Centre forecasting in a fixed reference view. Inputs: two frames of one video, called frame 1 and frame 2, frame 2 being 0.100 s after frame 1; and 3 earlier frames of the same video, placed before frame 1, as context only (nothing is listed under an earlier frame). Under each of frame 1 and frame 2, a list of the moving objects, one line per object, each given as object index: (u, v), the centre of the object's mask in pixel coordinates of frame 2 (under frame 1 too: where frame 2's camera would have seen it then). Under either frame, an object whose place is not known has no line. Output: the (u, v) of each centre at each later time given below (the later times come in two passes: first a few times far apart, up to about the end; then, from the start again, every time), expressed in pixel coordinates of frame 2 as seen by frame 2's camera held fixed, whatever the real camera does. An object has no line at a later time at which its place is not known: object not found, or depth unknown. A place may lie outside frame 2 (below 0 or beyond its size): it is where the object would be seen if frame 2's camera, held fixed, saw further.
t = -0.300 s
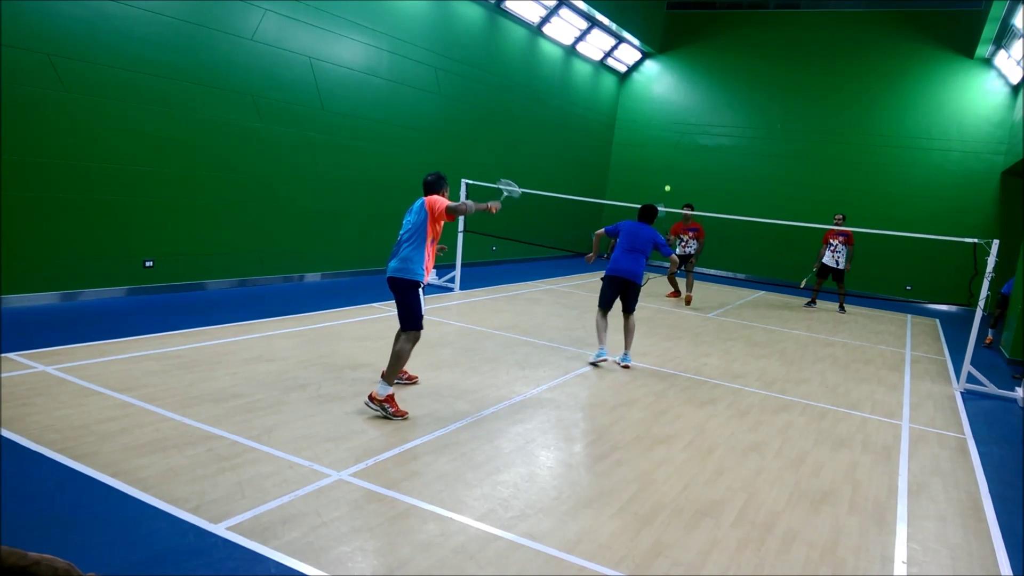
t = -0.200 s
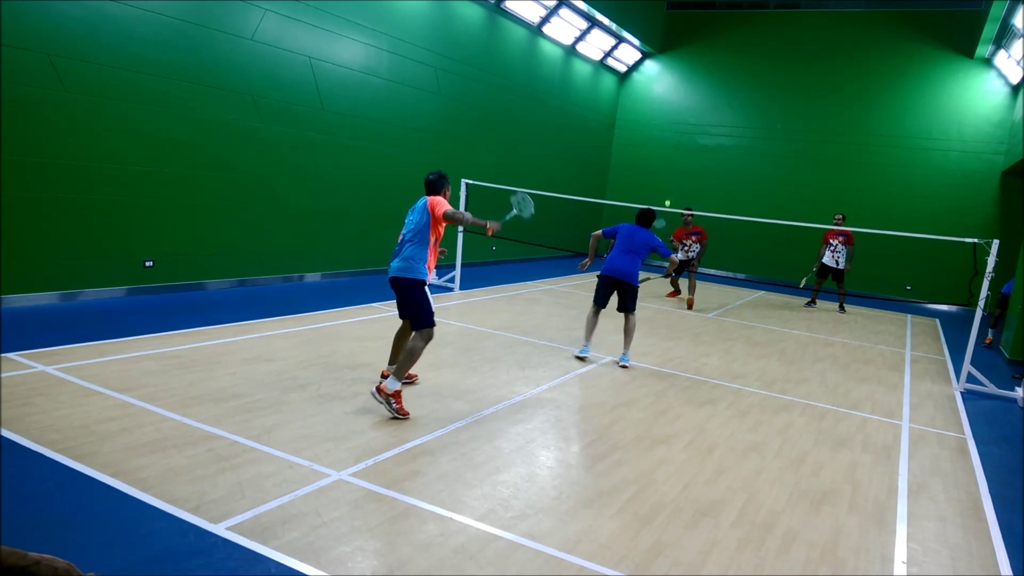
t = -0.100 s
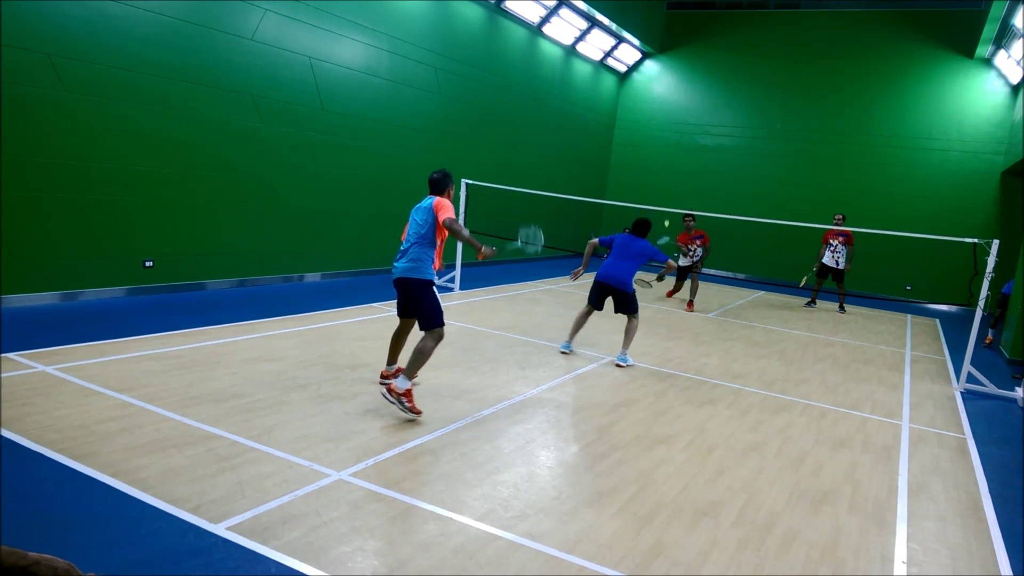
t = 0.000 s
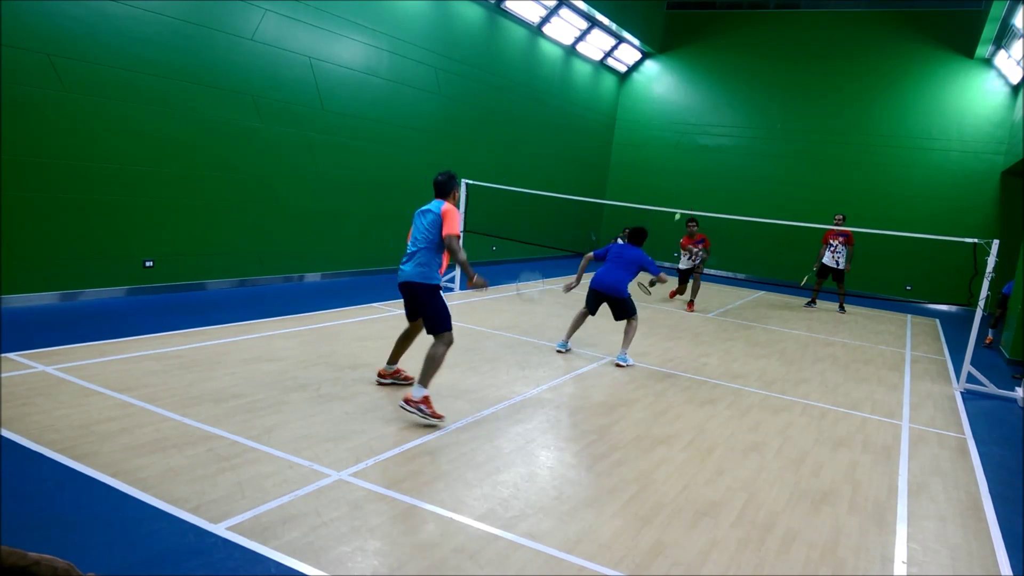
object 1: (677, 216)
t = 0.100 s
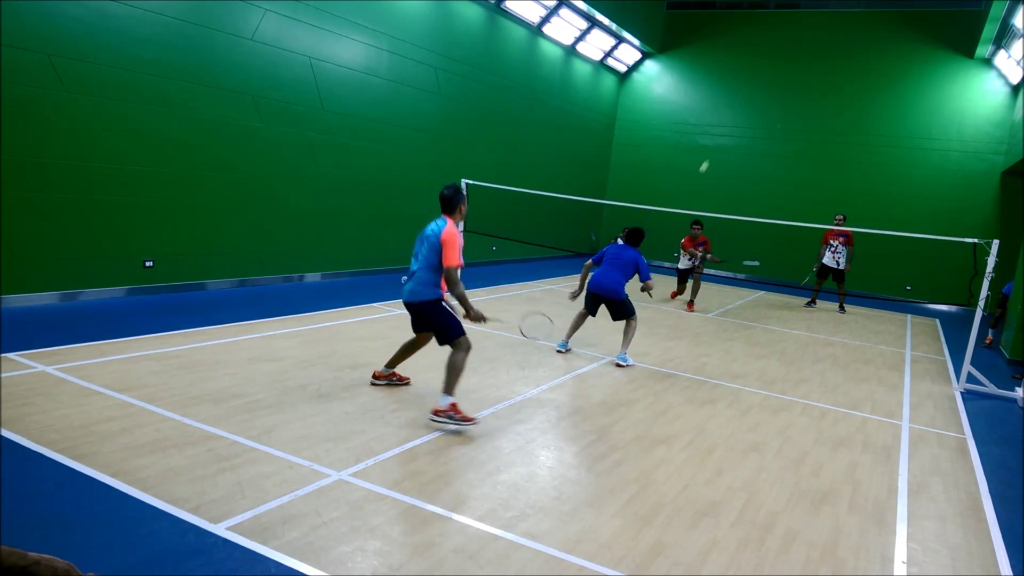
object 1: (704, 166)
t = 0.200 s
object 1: (729, 124)
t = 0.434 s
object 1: (786, 61)
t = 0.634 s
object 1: (831, 59)
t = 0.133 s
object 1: (713, 152)
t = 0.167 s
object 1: (721, 137)
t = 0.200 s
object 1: (729, 124)
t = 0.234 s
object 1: (737, 112)
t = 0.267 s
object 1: (746, 101)
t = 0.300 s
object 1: (754, 91)
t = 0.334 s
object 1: (762, 81)
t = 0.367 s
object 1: (770, 73)
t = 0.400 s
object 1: (778, 66)
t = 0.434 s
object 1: (786, 61)
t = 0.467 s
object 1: (793, 57)
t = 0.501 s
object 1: (801, 54)
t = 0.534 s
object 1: (808, 53)
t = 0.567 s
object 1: (816, 53)
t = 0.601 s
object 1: (823, 55)
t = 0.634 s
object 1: (831, 59)
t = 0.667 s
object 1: (838, 65)
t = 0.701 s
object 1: (844, 74)
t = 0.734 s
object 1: (850, 85)
